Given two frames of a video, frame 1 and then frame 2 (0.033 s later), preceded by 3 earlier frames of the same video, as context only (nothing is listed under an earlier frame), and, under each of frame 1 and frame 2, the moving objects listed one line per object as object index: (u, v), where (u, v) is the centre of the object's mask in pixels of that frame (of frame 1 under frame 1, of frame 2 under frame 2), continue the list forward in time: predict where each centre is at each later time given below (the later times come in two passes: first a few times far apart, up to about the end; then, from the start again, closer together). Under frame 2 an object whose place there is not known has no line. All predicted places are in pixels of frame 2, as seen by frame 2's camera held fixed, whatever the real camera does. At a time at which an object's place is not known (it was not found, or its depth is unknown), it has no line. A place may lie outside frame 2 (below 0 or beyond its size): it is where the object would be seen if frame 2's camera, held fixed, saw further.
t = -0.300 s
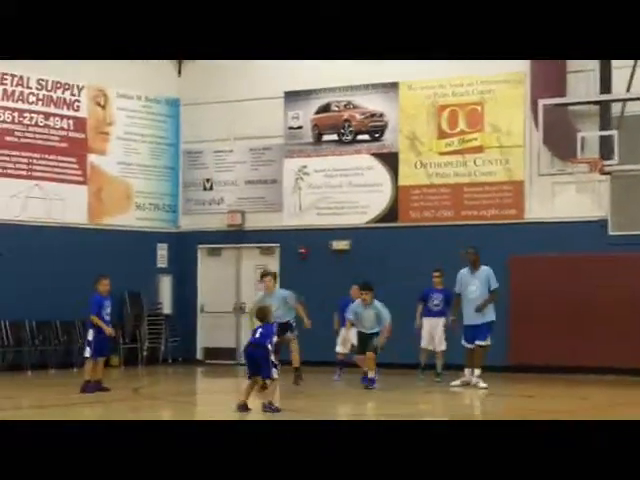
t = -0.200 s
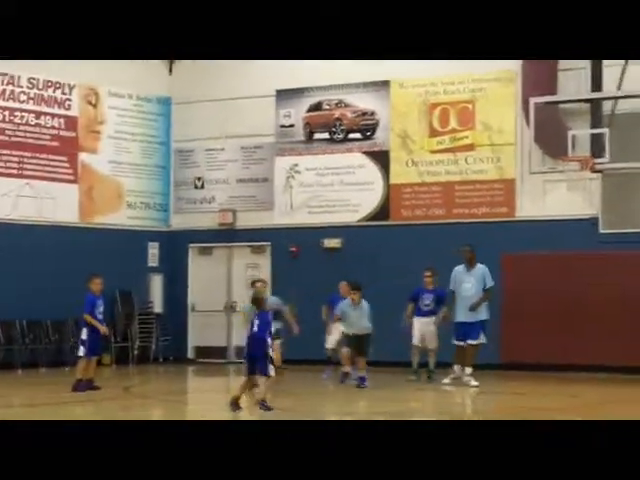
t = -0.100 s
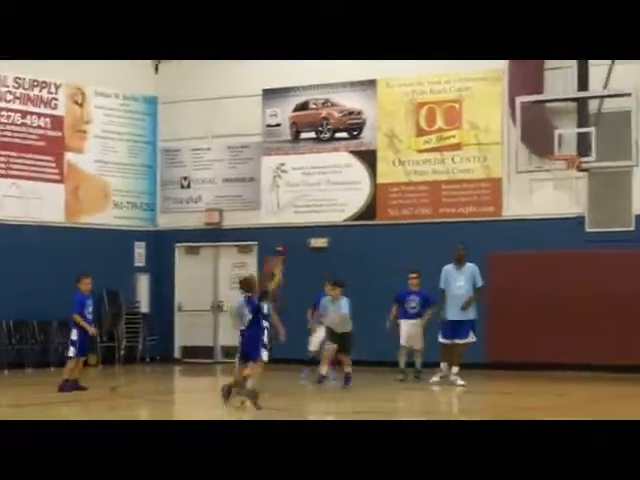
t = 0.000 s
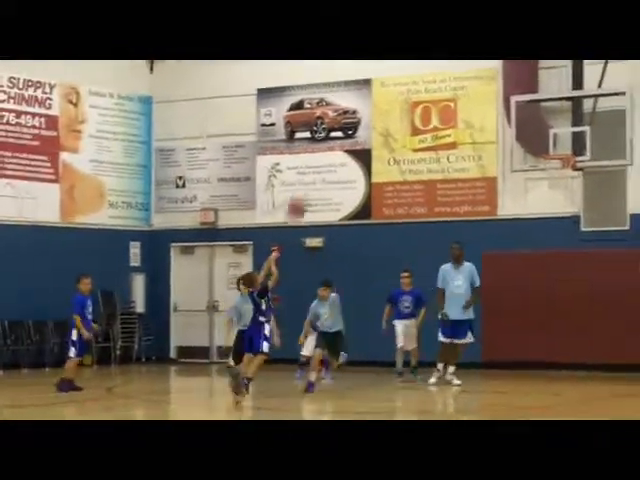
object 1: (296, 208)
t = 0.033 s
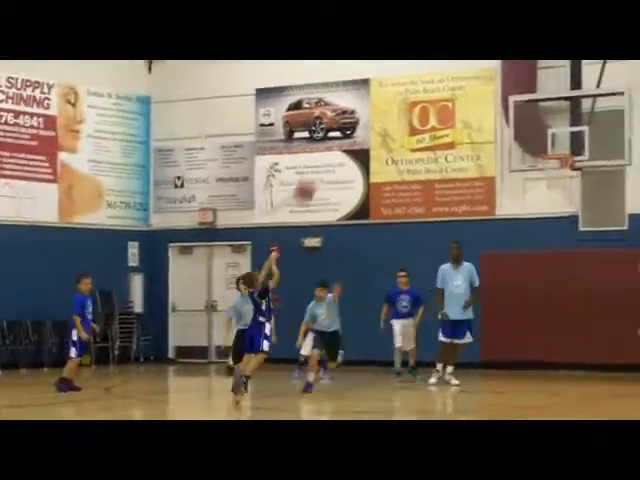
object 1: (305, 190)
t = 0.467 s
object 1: (414, 66)
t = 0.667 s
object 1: (458, 65)
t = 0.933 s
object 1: (512, 102)
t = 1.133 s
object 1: (545, 149)
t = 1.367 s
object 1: (575, 141)
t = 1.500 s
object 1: (583, 146)
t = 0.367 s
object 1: (390, 77)
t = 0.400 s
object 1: (398, 72)
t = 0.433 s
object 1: (406, 68)
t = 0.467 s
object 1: (414, 66)
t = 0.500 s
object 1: (422, 65)
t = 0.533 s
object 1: (429, 64)
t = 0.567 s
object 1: (436, 64)
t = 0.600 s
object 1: (444, 64)
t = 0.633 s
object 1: (451, 64)
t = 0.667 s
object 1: (458, 65)
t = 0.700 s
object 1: (465, 65)
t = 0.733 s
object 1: (472, 67)
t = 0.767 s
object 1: (479, 71)
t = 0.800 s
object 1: (485, 75)
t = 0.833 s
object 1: (492, 80)
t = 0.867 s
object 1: (496, 86)
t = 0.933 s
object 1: (512, 102)
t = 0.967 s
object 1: (527, 111)
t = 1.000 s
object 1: (527, 117)
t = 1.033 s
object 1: (529, 123)
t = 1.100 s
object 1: (544, 148)
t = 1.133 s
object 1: (545, 149)
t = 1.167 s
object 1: (554, 153)
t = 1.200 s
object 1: (558, 152)
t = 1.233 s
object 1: (560, 147)
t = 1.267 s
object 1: (563, 145)
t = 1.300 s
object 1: (565, 144)
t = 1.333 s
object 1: (569, 142)
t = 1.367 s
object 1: (575, 141)
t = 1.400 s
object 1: (577, 142)
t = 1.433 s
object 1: (577, 142)
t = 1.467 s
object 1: (579, 144)
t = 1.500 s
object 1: (583, 146)
